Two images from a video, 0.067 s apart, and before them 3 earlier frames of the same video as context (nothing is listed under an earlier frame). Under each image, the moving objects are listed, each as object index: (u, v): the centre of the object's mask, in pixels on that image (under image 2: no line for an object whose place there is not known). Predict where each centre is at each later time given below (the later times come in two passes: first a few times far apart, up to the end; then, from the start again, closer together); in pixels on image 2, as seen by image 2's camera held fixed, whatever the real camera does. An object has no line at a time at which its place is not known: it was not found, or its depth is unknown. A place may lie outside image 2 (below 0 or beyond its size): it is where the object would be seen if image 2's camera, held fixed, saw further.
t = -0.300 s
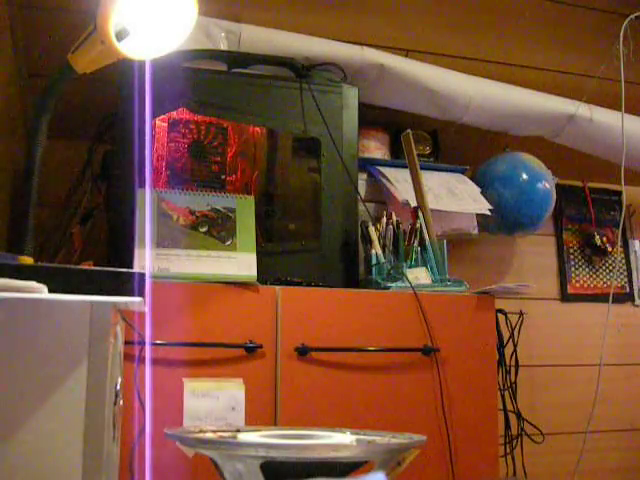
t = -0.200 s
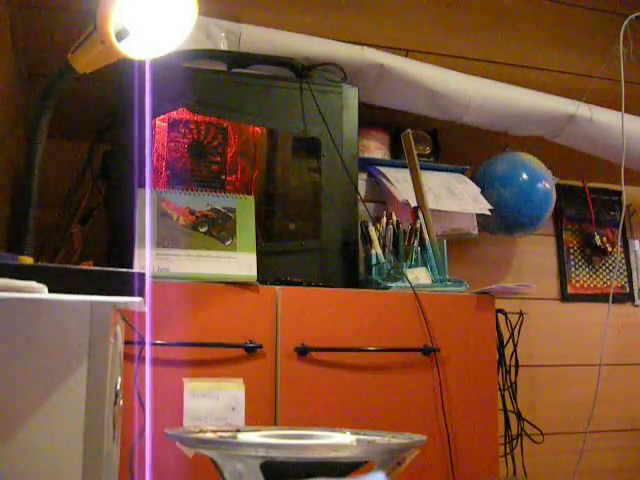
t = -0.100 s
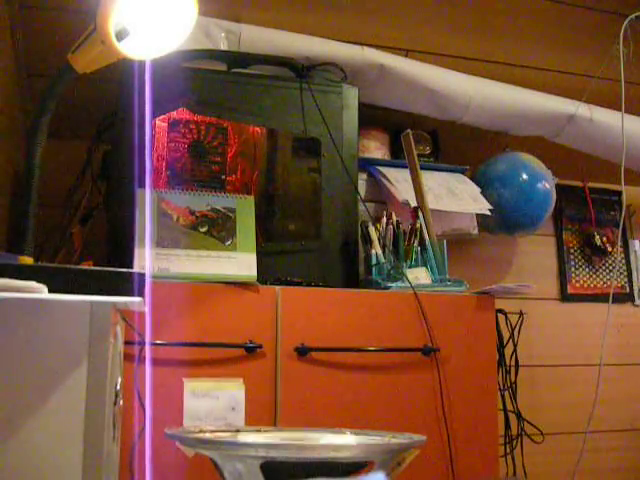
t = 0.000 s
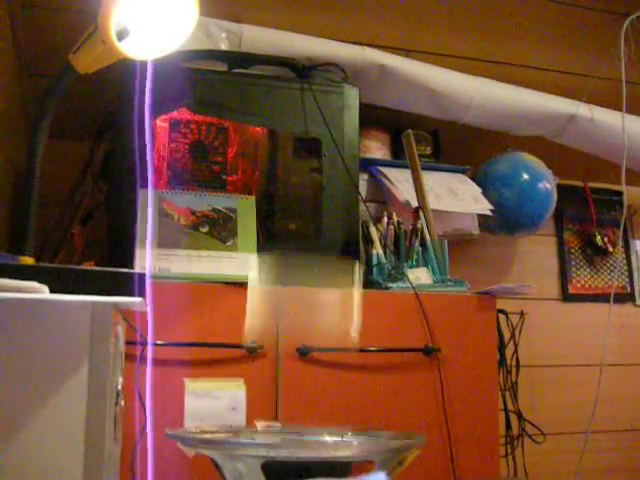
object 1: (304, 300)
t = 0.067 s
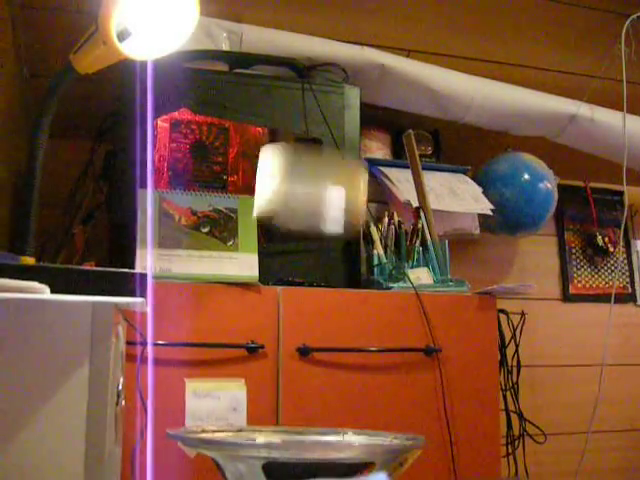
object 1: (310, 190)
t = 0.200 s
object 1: (322, 90)
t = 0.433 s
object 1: (345, 293)
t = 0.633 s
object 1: (355, 396)
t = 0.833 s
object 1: (390, 434)
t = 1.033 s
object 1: (373, 427)
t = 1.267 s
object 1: (393, 427)
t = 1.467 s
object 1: (368, 431)
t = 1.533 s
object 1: (370, 430)
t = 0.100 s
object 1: (311, 150)
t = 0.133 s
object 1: (316, 118)
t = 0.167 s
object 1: (318, 100)
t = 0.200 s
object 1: (322, 90)
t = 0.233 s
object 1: (325, 89)
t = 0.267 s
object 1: (328, 95)
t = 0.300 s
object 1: (331, 113)
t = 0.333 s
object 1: (333, 140)
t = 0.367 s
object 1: (333, 181)
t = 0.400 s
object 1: (340, 234)
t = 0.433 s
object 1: (345, 293)
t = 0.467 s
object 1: (349, 367)
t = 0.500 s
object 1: (344, 418)
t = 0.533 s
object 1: (347, 428)
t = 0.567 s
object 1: (342, 412)
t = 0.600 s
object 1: (350, 402)
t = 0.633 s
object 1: (355, 396)
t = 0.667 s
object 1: (360, 394)
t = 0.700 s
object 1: (366, 399)
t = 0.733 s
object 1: (372, 409)
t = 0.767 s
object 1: (376, 424)
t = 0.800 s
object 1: (379, 439)
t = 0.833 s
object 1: (390, 434)
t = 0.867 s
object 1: (393, 431)
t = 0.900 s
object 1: (391, 423)
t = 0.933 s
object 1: (388, 419)
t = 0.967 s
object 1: (385, 419)
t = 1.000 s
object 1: (378, 423)
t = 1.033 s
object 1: (373, 427)
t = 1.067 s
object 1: (368, 431)
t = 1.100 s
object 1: (370, 434)
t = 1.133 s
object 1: (373, 435)
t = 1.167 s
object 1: (374, 436)
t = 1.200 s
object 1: (379, 434)
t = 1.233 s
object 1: (386, 430)
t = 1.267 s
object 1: (393, 427)
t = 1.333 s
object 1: (391, 425)
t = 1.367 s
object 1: (383, 427)
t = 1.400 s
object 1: (378, 429)
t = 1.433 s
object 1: (372, 431)
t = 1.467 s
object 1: (368, 431)
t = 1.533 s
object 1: (370, 430)
